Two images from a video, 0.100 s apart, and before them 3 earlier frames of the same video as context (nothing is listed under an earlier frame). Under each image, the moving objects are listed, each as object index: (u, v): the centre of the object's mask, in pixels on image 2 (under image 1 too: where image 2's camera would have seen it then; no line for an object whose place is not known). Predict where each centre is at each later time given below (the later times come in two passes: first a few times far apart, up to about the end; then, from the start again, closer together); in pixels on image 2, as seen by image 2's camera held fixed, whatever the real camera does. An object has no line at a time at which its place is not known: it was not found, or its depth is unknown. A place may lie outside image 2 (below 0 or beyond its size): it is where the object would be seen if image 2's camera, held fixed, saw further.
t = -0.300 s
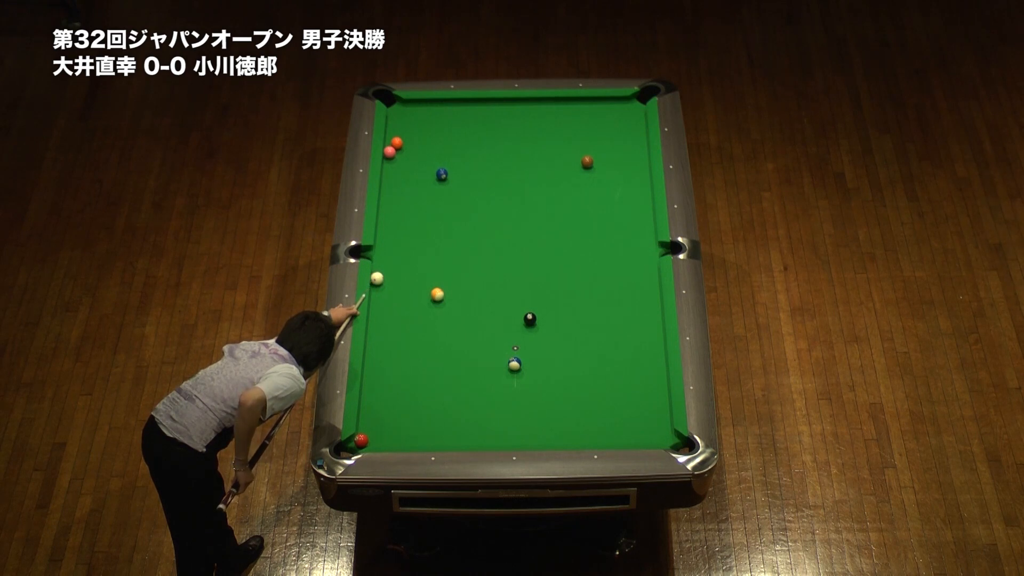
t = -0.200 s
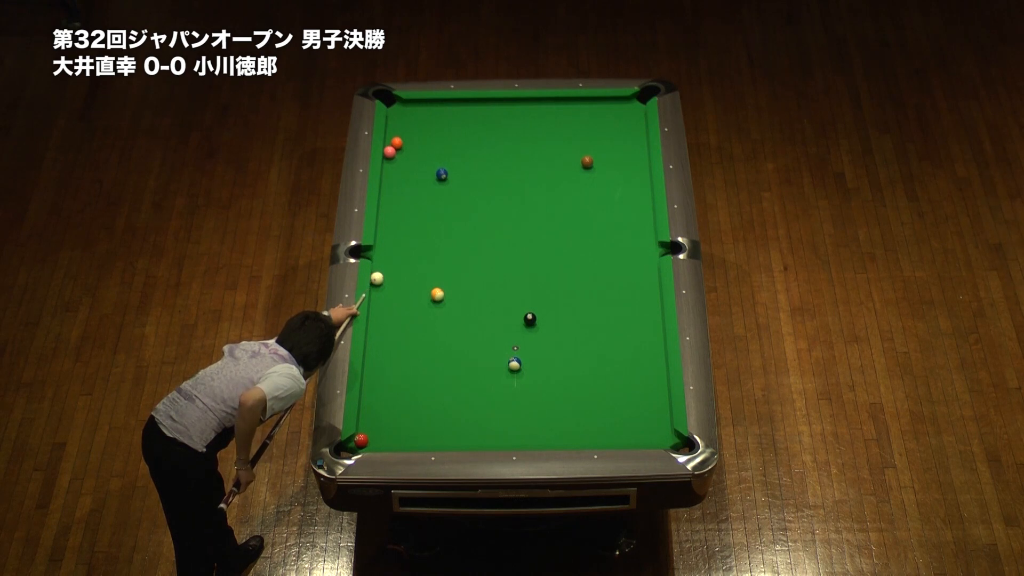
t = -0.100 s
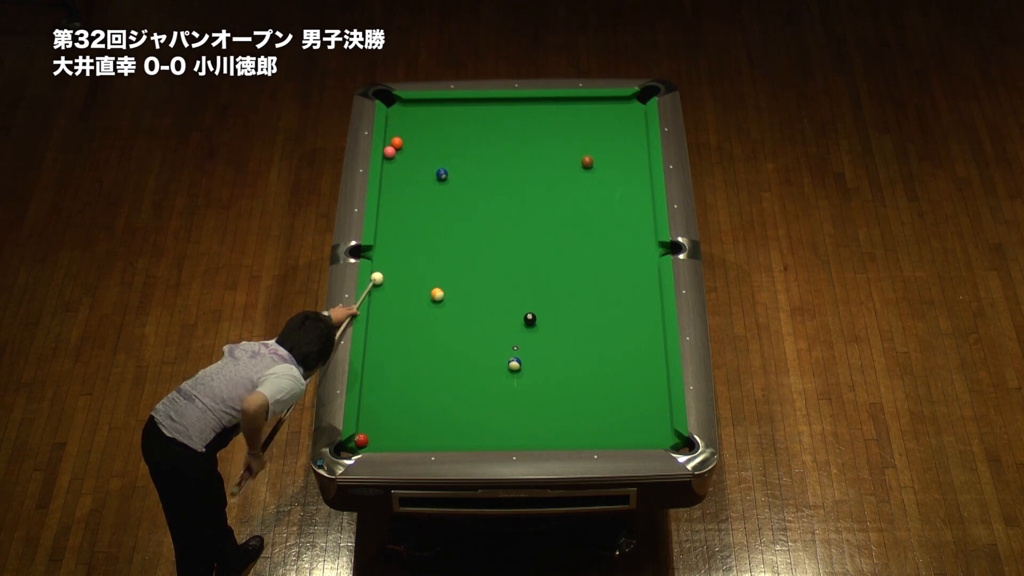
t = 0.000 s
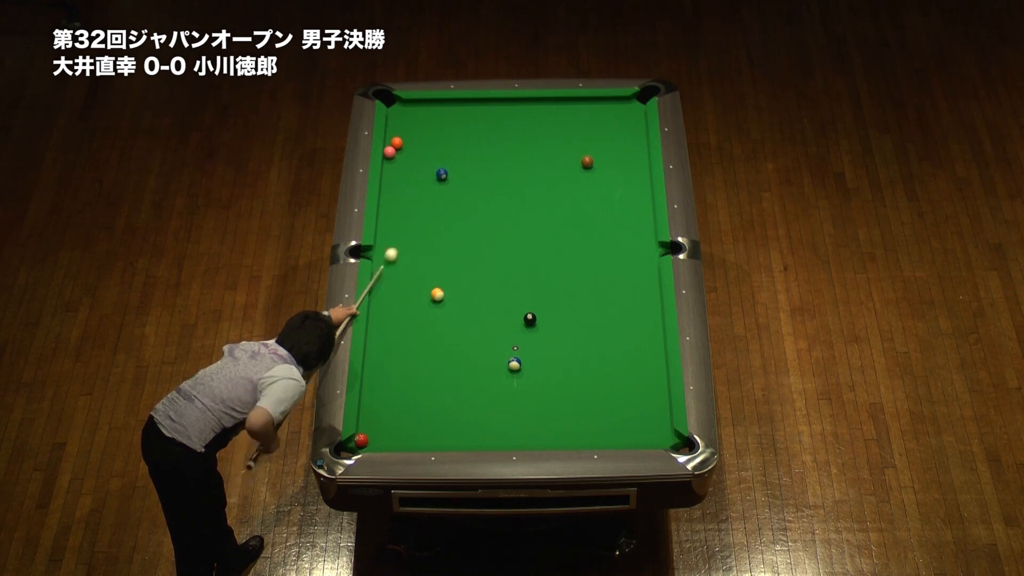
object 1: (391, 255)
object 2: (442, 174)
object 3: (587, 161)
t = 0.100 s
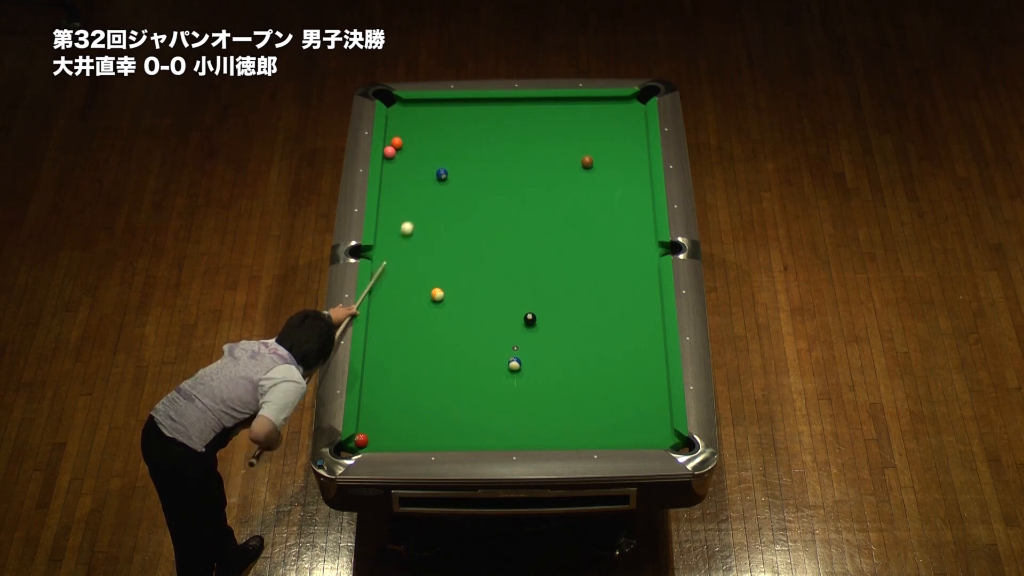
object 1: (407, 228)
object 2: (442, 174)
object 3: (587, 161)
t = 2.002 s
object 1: (407, 117)
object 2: (582, 164)
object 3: (613, 176)
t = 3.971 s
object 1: (392, 139)
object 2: (592, 180)
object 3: (626, 219)
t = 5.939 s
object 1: (392, 139)
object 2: (592, 181)
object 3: (618, 228)
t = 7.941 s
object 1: (392, 139)
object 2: (592, 181)
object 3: (618, 228)
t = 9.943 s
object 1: (392, 139)
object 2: (593, 180)
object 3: (618, 228)
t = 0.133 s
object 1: (412, 219)
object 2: (442, 174)
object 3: (587, 161)
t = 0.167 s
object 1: (417, 211)
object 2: (442, 174)
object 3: (587, 161)
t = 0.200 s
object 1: (422, 203)
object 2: (442, 174)
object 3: (587, 161)
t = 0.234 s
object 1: (427, 194)
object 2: (442, 174)
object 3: (587, 161)
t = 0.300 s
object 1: (435, 180)
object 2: (444, 172)
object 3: (587, 161)
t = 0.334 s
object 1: (433, 179)
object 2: (450, 166)
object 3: (587, 161)
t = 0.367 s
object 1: (431, 178)
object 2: (456, 160)
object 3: (587, 161)
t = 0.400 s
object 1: (430, 177)
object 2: (462, 153)
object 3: (587, 161)
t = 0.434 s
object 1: (429, 175)
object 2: (468, 147)
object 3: (587, 161)
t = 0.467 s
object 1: (428, 173)
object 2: (473, 142)
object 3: (587, 161)
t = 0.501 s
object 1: (427, 171)
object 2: (479, 136)
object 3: (587, 161)
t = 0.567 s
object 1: (426, 166)
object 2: (489, 126)
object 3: (587, 161)
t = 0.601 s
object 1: (425, 164)
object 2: (493, 121)
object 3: (587, 161)
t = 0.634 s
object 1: (425, 161)
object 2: (497, 117)
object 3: (587, 161)
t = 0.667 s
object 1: (425, 159)
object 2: (501, 112)
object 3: (587, 161)
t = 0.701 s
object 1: (424, 157)
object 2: (506, 108)
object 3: (587, 161)
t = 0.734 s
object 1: (424, 154)
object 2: (509, 103)
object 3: (587, 161)
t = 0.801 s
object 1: (423, 150)
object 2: (516, 106)
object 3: (587, 161)
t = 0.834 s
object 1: (423, 147)
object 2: (518, 109)
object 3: (587, 161)
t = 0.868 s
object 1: (423, 145)
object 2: (521, 112)
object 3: (587, 161)
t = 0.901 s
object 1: (422, 143)
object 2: (524, 115)
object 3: (587, 161)
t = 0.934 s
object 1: (422, 140)
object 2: (526, 117)
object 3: (587, 161)
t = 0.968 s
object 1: (421, 138)
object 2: (529, 120)
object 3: (587, 161)
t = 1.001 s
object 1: (421, 136)
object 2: (531, 121)
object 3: (587, 161)
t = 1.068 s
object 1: (420, 131)
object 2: (537, 126)
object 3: (587, 161)
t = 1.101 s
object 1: (420, 129)
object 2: (539, 128)
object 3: (587, 161)
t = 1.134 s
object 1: (420, 127)
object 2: (542, 130)
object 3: (587, 161)
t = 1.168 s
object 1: (419, 125)
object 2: (544, 131)
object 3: (587, 161)
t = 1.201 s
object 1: (419, 123)
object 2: (547, 134)
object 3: (587, 161)
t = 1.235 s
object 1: (419, 121)
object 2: (550, 135)
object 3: (587, 161)
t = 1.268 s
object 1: (418, 119)
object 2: (552, 137)
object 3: (587, 161)
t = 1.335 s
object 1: (418, 115)
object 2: (558, 141)
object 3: (587, 161)
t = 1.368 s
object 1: (417, 113)
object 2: (560, 143)
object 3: (587, 161)
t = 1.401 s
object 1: (417, 111)
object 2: (563, 145)
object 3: (587, 161)
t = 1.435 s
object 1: (417, 108)
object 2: (566, 147)
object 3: (587, 161)
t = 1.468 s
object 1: (417, 106)
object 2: (568, 149)
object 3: (587, 161)
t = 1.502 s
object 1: (416, 105)
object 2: (571, 151)
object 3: (587, 161)
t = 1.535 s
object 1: (416, 103)
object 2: (573, 153)
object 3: (587, 161)
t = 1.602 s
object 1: (415, 105)
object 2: (578, 157)
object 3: (588, 161)
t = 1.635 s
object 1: (414, 105)
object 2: (578, 157)
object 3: (590, 163)
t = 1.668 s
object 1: (413, 106)
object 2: (578, 158)
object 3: (592, 164)
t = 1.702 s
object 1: (413, 108)
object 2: (579, 159)
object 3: (595, 165)
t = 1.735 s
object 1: (412, 109)
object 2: (579, 159)
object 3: (597, 166)
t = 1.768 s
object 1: (411, 110)
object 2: (580, 160)
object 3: (599, 168)
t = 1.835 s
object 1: (410, 112)
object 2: (580, 161)
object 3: (603, 171)
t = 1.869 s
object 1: (409, 113)
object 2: (581, 162)
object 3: (605, 171)
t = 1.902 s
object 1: (409, 114)
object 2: (581, 163)
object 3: (607, 172)
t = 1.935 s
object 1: (408, 115)
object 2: (581, 164)
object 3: (609, 173)
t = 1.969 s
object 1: (408, 116)
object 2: (582, 164)
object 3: (611, 175)
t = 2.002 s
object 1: (407, 117)
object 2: (582, 164)
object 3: (613, 176)
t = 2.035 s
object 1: (406, 117)
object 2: (583, 165)
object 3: (614, 178)
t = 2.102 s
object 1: (405, 119)
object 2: (583, 166)
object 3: (618, 179)
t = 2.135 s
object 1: (405, 120)
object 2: (583, 167)
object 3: (620, 180)
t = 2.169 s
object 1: (404, 121)
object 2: (584, 167)
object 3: (622, 181)
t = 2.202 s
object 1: (403, 122)
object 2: (584, 168)
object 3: (624, 182)
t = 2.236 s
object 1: (403, 123)
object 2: (585, 168)
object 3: (626, 184)
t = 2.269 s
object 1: (402, 124)
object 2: (585, 169)
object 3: (628, 184)
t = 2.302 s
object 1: (402, 125)
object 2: (585, 169)
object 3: (630, 186)
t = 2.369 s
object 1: (400, 126)
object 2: (586, 170)
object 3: (633, 188)
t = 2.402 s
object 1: (400, 127)
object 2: (586, 171)
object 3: (635, 189)
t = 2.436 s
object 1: (399, 128)
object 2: (586, 171)
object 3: (637, 190)
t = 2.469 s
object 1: (399, 129)
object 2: (587, 172)
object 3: (639, 191)
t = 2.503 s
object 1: (398, 130)
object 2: (587, 172)
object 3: (640, 192)
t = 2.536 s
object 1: (398, 130)
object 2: (587, 172)
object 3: (642, 194)
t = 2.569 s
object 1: (397, 131)
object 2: (587, 173)
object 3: (644, 194)
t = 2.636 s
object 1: (396, 132)
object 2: (588, 173)
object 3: (647, 196)
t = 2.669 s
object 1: (396, 132)
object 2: (588, 174)
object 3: (647, 197)
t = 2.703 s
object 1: (395, 133)
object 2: (588, 174)
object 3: (647, 197)
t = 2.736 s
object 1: (394, 134)
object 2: (589, 175)
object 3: (646, 198)
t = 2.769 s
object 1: (394, 134)
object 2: (589, 175)
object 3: (645, 199)
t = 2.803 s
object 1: (393, 135)
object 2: (589, 175)
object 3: (644, 199)
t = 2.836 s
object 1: (392, 136)
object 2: (589, 176)
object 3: (644, 200)
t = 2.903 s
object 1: (391, 136)
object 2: (590, 176)
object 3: (642, 201)
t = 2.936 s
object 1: (391, 137)
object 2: (590, 177)
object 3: (642, 202)
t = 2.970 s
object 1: (390, 137)
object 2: (590, 177)
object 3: (641, 203)
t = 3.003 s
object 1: (390, 137)
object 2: (590, 177)
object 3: (640, 203)
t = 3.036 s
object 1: (389, 138)
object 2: (590, 177)
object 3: (640, 204)
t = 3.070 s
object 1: (389, 138)
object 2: (590, 178)
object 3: (639, 205)
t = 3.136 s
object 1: (390, 138)
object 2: (591, 178)
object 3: (638, 206)
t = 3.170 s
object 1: (390, 138)
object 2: (591, 178)
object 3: (637, 207)
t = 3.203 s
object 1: (390, 138)
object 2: (591, 178)
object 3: (637, 208)
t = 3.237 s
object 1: (390, 139)
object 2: (591, 179)
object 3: (636, 209)
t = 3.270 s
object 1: (390, 139)
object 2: (591, 179)
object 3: (635, 209)
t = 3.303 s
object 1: (390, 139)
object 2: (591, 179)
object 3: (635, 210)
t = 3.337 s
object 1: (391, 139)
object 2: (592, 179)
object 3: (634, 211)
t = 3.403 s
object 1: (391, 139)
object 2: (592, 180)
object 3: (633, 211)
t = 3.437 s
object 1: (391, 139)
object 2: (592, 180)
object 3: (633, 212)
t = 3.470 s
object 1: (391, 139)
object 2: (592, 180)
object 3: (632, 212)
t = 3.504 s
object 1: (391, 139)
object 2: (592, 180)
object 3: (632, 213)
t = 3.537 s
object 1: (391, 139)
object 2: (592, 180)
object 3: (631, 213)
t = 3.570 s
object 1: (391, 139)
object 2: (592, 180)
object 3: (631, 214)
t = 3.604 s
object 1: (391, 139)
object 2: (592, 180)
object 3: (630, 214)
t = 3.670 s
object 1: (392, 139)
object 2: (592, 180)
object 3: (630, 215)
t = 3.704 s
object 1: (392, 139)
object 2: (592, 180)
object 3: (629, 216)
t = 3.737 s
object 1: (392, 139)
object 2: (592, 180)
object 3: (629, 216)
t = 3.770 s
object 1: (392, 139)
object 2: (592, 180)
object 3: (628, 217)
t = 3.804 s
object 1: (392, 139)
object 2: (593, 180)
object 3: (628, 217)
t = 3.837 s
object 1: (392, 139)
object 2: (592, 180)
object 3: (628, 218)
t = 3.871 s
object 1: (392, 139)
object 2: (592, 180)
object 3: (627, 218)
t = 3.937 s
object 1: (392, 139)
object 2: (592, 180)
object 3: (627, 219)
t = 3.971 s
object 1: (392, 139)
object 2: (592, 180)
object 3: (626, 219)
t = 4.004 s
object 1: (392, 139)
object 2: (592, 180)
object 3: (626, 219)
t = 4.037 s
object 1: (392, 139)
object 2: (592, 180)
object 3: (625, 220)
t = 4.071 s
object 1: (392, 139)
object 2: (592, 180)
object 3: (625, 220)
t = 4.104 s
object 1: (392, 139)
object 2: (592, 180)
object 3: (625, 220)
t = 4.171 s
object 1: (392, 139)
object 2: (592, 180)
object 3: (624, 221)
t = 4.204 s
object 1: (392, 139)
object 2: (592, 180)
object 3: (624, 222)
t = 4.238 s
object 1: (392, 139)
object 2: (592, 180)
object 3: (623, 222)
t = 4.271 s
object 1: (392, 139)
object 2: (592, 180)
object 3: (623, 223)
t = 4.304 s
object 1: (392, 139)
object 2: (592, 180)
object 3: (623, 223)
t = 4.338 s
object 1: (392, 139)
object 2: (592, 180)
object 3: (623, 223)
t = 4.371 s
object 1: (392, 139)
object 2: (592, 180)
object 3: (622, 224)
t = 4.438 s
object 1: (392, 139)
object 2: (592, 180)
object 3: (622, 224)
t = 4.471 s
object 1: (392, 139)
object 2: (592, 180)
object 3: (622, 225)
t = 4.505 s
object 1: (392, 139)
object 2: (592, 180)
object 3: (621, 225)
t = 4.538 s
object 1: (392, 139)
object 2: (592, 180)
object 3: (621, 225)
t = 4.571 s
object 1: (392, 139)
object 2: (592, 180)
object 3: (621, 225)
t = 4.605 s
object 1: (392, 139)
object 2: (592, 180)
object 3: (621, 225)
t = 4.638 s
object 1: (392, 139)
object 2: (592, 180)
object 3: (620, 226)
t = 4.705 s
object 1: (392, 139)
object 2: (592, 180)
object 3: (620, 226)
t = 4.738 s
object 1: (392, 139)
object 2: (592, 180)
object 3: (620, 226)
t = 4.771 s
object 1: (392, 139)
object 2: (592, 180)
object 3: (620, 227)
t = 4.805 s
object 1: (392, 139)
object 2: (592, 180)
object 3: (620, 227)
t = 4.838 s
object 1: (392, 139)
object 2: (592, 180)
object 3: (619, 227)
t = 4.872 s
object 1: (392, 139)
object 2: (592, 180)
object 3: (619, 227)
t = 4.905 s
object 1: (392, 139)
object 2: (592, 180)
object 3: (619, 227)
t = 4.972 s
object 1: (392, 139)
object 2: (592, 180)
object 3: (619, 227)
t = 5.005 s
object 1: (392, 139)
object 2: (592, 180)
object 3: (619, 227)
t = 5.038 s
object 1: (392, 139)
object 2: (592, 180)
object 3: (619, 228)
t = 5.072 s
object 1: (392, 139)
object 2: (592, 180)
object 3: (619, 228)
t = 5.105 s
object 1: (392, 139)
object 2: (592, 180)
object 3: (619, 228)
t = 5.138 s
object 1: (392, 139)
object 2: (592, 180)
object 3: (618, 228)
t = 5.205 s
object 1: (392, 139)
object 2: (592, 180)
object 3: (618, 228)
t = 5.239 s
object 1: (392, 139)
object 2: (592, 180)
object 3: (618, 228)
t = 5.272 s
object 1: (392, 139)
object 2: (592, 180)
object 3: (618, 228)
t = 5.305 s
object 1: (392, 139)
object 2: (592, 180)
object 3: (618, 228)
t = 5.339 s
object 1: (392, 139)
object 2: (592, 180)
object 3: (618, 228)
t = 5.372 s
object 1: (392, 139)
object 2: (592, 181)
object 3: (618, 228)
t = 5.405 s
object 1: (392, 139)
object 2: (592, 180)
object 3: (618, 228)
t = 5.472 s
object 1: (392, 139)
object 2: (592, 180)
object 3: (618, 228)
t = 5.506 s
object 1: (392, 139)
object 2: (592, 180)
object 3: (618, 228)
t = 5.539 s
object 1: (392, 139)
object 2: (592, 180)
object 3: (618, 228)
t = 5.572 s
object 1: (392, 139)
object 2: (592, 180)
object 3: (618, 228)
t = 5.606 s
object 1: (392, 139)
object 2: (592, 180)
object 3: (618, 228)
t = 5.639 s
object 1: (392, 139)
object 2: (592, 180)
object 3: (618, 228)
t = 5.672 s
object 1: (392, 139)
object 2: (592, 180)
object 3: (618, 228)
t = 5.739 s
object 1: (392, 139)
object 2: (592, 180)
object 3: (618, 228)
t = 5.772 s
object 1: (392, 139)
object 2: (592, 180)
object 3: (618, 228)
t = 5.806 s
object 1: (392, 139)
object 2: (592, 181)
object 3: (618, 228)
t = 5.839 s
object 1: (392, 139)
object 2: (592, 181)
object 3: (618, 228)
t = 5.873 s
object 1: (392, 139)
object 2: (592, 181)
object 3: (618, 228)
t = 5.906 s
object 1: (392, 139)
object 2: (592, 181)
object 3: (618, 228)
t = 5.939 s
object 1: (392, 139)
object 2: (592, 181)
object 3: (618, 228)
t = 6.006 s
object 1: (392, 139)
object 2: (592, 181)
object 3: (618, 228)
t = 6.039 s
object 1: (392, 139)
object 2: (592, 180)
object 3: (618, 228)
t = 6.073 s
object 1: (392, 139)
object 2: (592, 180)
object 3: (618, 228)
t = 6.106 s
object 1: (392, 139)
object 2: (592, 181)
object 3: (618, 228)
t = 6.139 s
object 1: (392, 139)
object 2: (592, 181)
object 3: (618, 228)
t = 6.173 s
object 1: (392, 139)
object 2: (592, 180)
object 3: (618, 228)
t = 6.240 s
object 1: (392, 139)
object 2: (592, 180)
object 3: (618, 228)
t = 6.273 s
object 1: (392, 139)
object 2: (592, 181)
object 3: (618, 228)
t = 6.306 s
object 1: (392, 139)
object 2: (592, 180)
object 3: (618, 228)
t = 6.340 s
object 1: (392, 139)
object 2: (592, 180)
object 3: (618, 228)
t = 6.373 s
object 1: (392, 139)
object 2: (592, 180)
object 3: (618, 228)
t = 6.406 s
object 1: (392, 139)
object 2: (592, 180)
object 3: (618, 228)
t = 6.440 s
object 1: (392, 139)
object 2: (592, 181)
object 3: (618, 228)
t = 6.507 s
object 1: (392, 139)
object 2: (592, 181)
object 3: (618, 228)
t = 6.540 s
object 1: (392, 139)
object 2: (592, 181)
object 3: (618, 228)
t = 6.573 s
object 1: (392, 139)
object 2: (592, 180)
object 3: (618, 228)
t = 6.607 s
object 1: (392, 139)
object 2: (592, 180)
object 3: (618, 228)
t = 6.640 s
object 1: (392, 139)
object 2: (592, 181)
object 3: (618, 228)
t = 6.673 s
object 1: (392, 139)
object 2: (592, 181)
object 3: (618, 228)
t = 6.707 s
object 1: (392, 139)
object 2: (592, 180)
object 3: (618, 228)
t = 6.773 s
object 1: (392, 139)
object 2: (592, 180)
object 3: (618, 228)
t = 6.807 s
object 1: (392, 139)
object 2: (592, 180)
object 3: (618, 228)
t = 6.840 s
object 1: (392, 139)
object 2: (592, 180)
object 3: (618, 228)
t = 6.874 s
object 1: (392, 139)
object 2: (592, 180)
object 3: (618, 228)
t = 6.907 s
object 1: (392, 139)
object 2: (592, 180)
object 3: (618, 228)
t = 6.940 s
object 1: (392, 139)
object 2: (592, 180)
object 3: (618, 228)
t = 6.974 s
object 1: (392, 139)
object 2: (592, 180)
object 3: (618, 228)
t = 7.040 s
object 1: (391, 139)
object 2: (592, 180)
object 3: (618, 228)
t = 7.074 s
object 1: (392, 139)
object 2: (592, 180)
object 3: (618, 228)
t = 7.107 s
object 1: (391, 139)
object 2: (592, 180)
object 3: (618, 228)
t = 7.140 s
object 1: (391, 139)
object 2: (592, 180)
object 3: (618, 228)
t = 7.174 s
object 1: (391, 139)
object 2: (592, 180)
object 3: (618, 228)
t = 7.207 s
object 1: (392, 139)
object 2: (592, 180)
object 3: (618, 228)
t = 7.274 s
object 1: (391, 139)
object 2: (592, 180)
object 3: (618, 228)
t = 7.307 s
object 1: (391, 139)
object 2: (592, 180)
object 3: (618, 228)
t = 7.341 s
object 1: (392, 139)
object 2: (592, 180)
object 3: (618, 228)
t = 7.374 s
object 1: (392, 139)
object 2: (592, 180)
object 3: (618, 228)
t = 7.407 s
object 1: (392, 139)
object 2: (592, 180)
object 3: (618, 228)
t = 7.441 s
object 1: (391, 139)
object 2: (592, 180)
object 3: (618, 228)
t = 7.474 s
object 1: (391, 139)
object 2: (592, 180)
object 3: (618, 228)
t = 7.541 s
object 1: (392, 139)
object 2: (592, 181)
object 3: (618, 228)
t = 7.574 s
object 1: (392, 139)
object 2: (592, 181)
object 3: (618, 228)
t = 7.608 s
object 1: (392, 139)
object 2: (592, 181)
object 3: (618, 228)
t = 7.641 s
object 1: (392, 139)
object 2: (592, 181)
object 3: (618, 228)
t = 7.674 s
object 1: (392, 139)
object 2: (592, 181)
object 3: (618, 228)
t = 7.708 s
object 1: (392, 139)
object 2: (592, 181)
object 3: (618, 228)
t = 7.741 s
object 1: (392, 139)
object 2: (592, 181)
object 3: (618, 228)
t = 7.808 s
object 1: (392, 139)
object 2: (592, 181)
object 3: (618, 228)
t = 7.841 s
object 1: (392, 139)
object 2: (592, 181)
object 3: (618, 228)
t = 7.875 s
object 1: (392, 139)
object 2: (592, 181)
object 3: (618, 228)
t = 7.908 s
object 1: (392, 139)
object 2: (592, 181)
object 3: (618, 228)
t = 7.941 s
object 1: (392, 139)
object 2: (592, 181)
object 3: (618, 228)
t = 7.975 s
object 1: (392, 139)
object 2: (592, 181)
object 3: (618, 228)
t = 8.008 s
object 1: (392, 139)
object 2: (592, 180)
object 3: (618, 228)
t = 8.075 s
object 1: (392, 139)
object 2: (592, 181)
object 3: (618, 228)
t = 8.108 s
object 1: (392, 139)
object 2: (592, 181)
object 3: (618, 228)
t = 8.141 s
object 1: (392, 139)
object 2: (592, 181)
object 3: (618, 228)
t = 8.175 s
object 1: (392, 139)
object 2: (592, 181)
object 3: (618, 228)
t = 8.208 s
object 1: (392, 139)
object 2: (592, 181)
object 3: (618, 228)
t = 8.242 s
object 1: (392, 139)
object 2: (592, 180)
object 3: (618, 228)
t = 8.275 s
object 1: (392, 139)
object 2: (592, 181)
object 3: (618, 228)
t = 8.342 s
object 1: (392, 139)
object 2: (592, 181)
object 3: (618, 228)
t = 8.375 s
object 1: (392, 139)
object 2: (592, 181)
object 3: (618, 228)
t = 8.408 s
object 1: (392, 139)
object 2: (592, 181)
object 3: (618, 228)
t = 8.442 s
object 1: (392, 139)
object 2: (592, 180)
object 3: (618, 228)
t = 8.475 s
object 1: (392, 139)
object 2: (592, 181)
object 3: (618, 228)
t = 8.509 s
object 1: (392, 139)
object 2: (592, 181)
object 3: (618, 228)
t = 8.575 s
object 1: (392, 139)
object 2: (592, 180)
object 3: (618, 229)
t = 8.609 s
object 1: (392, 139)
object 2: (593, 180)
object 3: (618, 228)
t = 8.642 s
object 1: (392, 139)
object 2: (592, 180)
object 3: (618, 228)
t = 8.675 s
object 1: (392, 139)
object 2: (592, 180)
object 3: (618, 228)
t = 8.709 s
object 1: (392, 139)
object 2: (592, 180)
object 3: (618, 229)
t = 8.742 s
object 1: (392, 139)
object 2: (593, 180)
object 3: (618, 228)
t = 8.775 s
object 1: (392, 139)
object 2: (592, 180)
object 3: (618, 228)
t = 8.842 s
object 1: (392, 139)
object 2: (592, 180)
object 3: (618, 228)
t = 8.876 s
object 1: (392, 139)
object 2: (593, 180)
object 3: (618, 228)
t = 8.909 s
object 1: (392, 139)
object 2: (592, 180)
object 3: (618, 228)
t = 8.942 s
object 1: (392, 139)
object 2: (593, 180)
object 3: (618, 229)
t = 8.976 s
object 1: (392, 139)
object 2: (592, 180)
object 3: (618, 228)
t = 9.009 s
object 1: (392, 139)
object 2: (592, 180)
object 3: (618, 228)
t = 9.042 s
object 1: (392, 139)
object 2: (592, 180)
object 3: (618, 228)
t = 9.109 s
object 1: (392, 139)
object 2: (592, 180)
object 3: (618, 228)
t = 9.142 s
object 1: (392, 139)
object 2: (592, 180)
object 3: (618, 228)
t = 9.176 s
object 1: (392, 139)
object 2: (592, 180)
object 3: (618, 228)
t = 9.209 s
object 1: (392, 139)
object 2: (592, 180)
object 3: (618, 228)
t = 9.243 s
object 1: (392, 139)
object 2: (593, 180)
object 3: (618, 228)
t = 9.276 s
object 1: (392, 139)
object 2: (593, 180)
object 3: (618, 228)
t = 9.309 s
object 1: (392, 139)
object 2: (592, 180)
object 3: (618, 228)
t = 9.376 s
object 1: (392, 139)
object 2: (592, 180)
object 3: (618, 228)
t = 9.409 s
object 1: (392, 139)
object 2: (593, 180)
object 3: (618, 228)
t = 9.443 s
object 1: (392, 139)
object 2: (593, 180)
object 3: (618, 228)
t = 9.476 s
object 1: (392, 139)
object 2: (592, 180)
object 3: (618, 228)
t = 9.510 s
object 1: (392, 139)
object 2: (593, 180)
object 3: (618, 228)
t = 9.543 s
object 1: (392, 139)
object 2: (592, 180)
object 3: (618, 228)
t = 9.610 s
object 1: (392, 139)
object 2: (592, 180)
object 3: (618, 228)
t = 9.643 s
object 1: (392, 139)
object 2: (592, 180)
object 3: (618, 228)
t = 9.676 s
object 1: (392, 139)
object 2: (592, 180)
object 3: (618, 228)
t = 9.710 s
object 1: (392, 139)
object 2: (592, 180)
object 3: (618, 228)
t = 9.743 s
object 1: (392, 139)
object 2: (592, 180)
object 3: (618, 228)
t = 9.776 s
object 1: (392, 139)
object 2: (592, 180)
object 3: (618, 228)
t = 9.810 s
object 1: (392, 139)
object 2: (592, 180)
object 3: (618, 228)
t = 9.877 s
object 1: (392, 139)
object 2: (592, 180)
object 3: (618, 228)
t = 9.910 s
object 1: (392, 139)
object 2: (592, 180)
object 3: (618, 229)
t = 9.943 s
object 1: (392, 139)
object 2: (593, 180)
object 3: (618, 228)
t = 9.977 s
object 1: (392, 139)
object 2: (592, 180)
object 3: (618, 228)
